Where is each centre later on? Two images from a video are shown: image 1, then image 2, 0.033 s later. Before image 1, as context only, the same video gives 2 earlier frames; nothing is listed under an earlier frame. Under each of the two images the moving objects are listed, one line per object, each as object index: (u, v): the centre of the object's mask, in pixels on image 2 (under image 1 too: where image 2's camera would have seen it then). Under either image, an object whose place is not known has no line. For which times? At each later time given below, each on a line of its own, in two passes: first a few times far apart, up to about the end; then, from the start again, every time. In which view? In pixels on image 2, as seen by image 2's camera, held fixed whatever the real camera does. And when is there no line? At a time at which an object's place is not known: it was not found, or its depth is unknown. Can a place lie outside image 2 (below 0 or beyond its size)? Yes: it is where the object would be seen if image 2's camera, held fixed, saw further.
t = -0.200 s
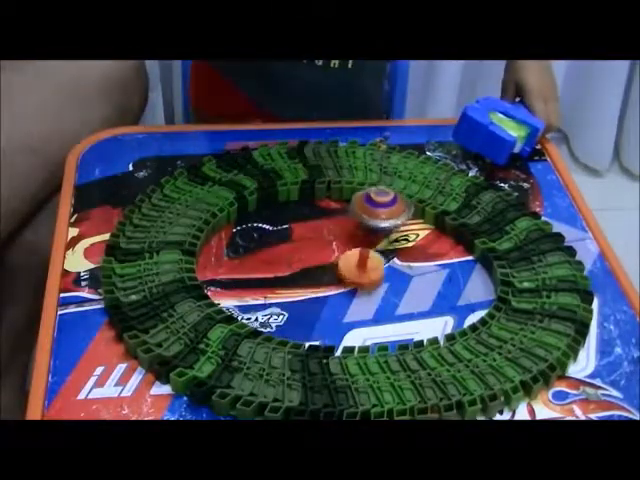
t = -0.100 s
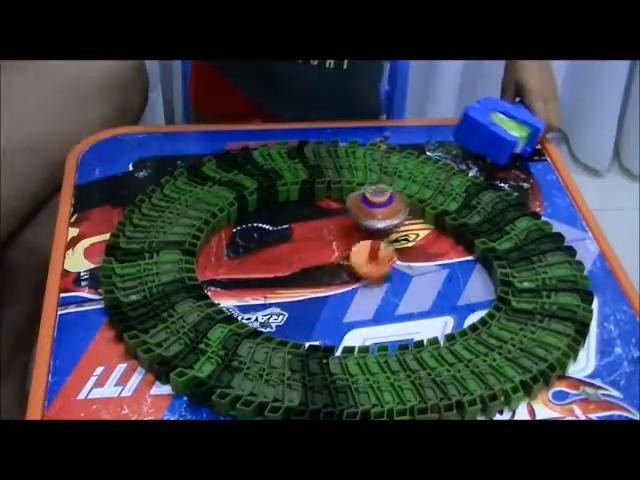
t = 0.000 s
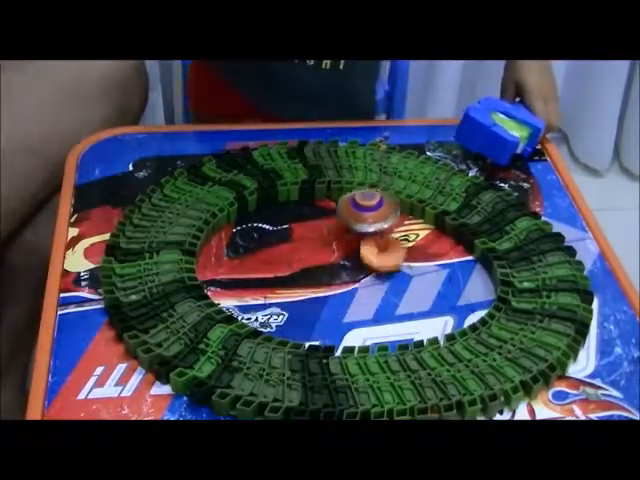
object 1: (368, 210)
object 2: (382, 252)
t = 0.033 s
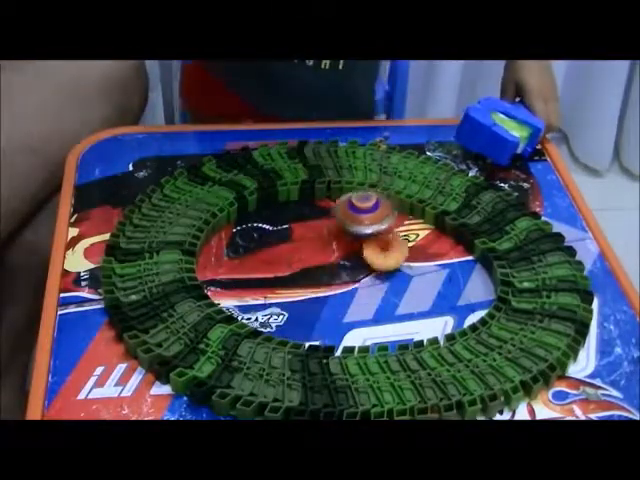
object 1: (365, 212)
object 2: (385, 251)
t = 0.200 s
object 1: (347, 226)
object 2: (401, 270)
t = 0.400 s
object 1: (345, 252)
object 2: (398, 286)
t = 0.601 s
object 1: (357, 273)
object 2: (394, 314)
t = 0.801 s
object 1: (375, 273)
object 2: (381, 327)
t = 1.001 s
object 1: (371, 257)
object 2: (350, 322)
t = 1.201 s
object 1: (343, 241)
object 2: (331, 298)
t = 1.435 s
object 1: (312, 231)
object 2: (335, 275)
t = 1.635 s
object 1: (293, 223)
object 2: (311, 279)
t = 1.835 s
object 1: (289, 226)
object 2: (310, 276)
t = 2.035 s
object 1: (317, 230)
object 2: (298, 282)
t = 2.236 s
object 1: (357, 222)
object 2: (276, 286)
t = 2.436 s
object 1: (371, 211)
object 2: (260, 281)
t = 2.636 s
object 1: (374, 209)
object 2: (252, 277)
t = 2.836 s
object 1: (366, 219)
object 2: (239, 273)
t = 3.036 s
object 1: (356, 240)
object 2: (236, 279)
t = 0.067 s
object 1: (360, 214)
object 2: (389, 255)
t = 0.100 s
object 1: (356, 217)
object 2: (393, 260)
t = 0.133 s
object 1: (352, 219)
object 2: (395, 264)
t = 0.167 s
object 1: (349, 223)
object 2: (398, 267)
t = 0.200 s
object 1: (347, 226)
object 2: (401, 270)
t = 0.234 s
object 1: (345, 230)
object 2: (403, 273)
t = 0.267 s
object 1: (344, 234)
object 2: (403, 277)
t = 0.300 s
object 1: (344, 237)
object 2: (402, 279)
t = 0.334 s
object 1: (344, 241)
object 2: (402, 282)
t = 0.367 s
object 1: (344, 246)
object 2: (400, 285)
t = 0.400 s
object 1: (345, 252)
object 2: (398, 286)
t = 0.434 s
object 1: (344, 256)
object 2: (394, 290)
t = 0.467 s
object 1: (345, 261)
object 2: (391, 291)
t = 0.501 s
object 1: (347, 265)
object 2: (390, 297)
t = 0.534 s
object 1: (349, 268)
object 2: (393, 304)
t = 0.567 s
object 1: (353, 271)
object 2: (394, 310)
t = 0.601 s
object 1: (357, 273)
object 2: (394, 314)
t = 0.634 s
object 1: (361, 274)
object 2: (393, 318)
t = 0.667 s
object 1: (363, 274)
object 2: (392, 323)
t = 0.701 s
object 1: (367, 275)
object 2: (390, 325)
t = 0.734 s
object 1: (370, 275)
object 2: (388, 327)
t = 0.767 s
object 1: (373, 274)
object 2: (384, 327)
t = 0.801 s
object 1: (375, 273)
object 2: (381, 327)
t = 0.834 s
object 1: (375, 271)
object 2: (377, 326)
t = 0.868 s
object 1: (376, 270)
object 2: (373, 326)
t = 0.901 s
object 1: (376, 268)
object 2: (367, 327)
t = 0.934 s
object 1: (376, 265)
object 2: (362, 325)
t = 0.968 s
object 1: (374, 262)
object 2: (356, 324)
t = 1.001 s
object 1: (371, 257)
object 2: (350, 322)
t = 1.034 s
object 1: (367, 255)
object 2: (346, 319)
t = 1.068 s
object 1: (361, 251)
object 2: (342, 315)
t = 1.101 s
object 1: (359, 249)
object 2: (338, 311)
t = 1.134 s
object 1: (355, 246)
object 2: (335, 307)
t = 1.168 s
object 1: (349, 243)
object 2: (333, 303)
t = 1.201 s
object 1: (343, 241)
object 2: (331, 298)
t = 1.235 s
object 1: (337, 239)
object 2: (331, 294)
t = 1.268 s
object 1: (332, 238)
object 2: (331, 290)
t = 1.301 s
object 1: (328, 237)
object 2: (332, 285)
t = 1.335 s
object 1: (323, 235)
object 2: (333, 281)
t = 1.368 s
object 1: (319, 233)
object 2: (335, 277)
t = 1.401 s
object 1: (315, 232)
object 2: (334, 275)
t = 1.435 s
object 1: (312, 231)
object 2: (335, 275)
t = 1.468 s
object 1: (309, 229)
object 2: (327, 277)
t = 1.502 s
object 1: (305, 227)
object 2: (323, 279)
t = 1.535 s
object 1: (302, 226)
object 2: (318, 281)
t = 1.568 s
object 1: (298, 225)
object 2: (316, 280)
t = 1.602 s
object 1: (294, 224)
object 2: (313, 281)
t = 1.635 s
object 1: (293, 223)
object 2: (311, 279)
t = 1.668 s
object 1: (290, 223)
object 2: (310, 278)
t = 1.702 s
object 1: (289, 223)
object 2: (310, 278)
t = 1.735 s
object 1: (288, 224)
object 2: (310, 279)
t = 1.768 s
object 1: (289, 224)
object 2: (310, 277)
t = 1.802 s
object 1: (289, 225)
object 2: (310, 276)
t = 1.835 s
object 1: (289, 226)
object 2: (310, 276)
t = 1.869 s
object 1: (292, 227)
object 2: (312, 274)
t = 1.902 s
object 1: (295, 229)
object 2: (314, 272)
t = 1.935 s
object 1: (300, 230)
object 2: (317, 272)
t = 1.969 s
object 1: (304, 230)
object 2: (316, 278)
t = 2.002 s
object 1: (310, 230)
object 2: (304, 280)
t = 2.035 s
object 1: (317, 230)
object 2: (298, 282)
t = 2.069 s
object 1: (323, 230)
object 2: (293, 283)
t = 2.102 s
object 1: (332, 229)
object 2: (287, 285)
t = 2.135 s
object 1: (337, 228)
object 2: (284, 285)
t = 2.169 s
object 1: (345, 227)
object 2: (278, 287)
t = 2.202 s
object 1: (351, 225)
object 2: (276, 287)
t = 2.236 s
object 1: (357, 222)
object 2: (276, 286)
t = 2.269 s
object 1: (360, 220)
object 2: (270, 285)
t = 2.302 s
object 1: (363, 218)
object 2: (266, 284)
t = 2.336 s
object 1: (366, 215)
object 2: (266, 285)
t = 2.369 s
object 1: (370, 213)
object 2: (268, 286)
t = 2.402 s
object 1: (371, 212)
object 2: (262, 284)
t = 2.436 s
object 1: (371, 211)
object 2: (260, 281)
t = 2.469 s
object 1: (372, 210)
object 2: (259, 280)
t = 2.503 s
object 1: (374, 209)
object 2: (263, 285)
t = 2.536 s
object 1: (374, 209)
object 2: (262, 284)
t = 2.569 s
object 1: (374, 209)
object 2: (257, 280)
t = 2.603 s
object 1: (374, 209)
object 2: (255, 277)
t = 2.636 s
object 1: (374, 209)
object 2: (252, 277)
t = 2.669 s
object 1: (374, 210)
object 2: (251, 278)
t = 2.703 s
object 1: (373, 211)
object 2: (248, 276)
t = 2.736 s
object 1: (372, 212)
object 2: (250, 276)
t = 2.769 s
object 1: (370, 214)
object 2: (243, 272)
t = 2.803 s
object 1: (369, 216)
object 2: (241, 272)
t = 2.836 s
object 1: (366, 219)
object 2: (239, 273)
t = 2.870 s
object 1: (361, 222)
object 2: (236, 276)
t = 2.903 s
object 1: (360, 225)
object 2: (235, 277)
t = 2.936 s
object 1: (357, 229)
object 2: (236, 277)
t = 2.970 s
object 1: (356, 233)
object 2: (235, 278)
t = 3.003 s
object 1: (356, 237)
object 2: (236, 278)
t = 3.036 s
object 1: (356, 240)
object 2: (236, 279)
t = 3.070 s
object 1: (355, 245)
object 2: (236, 280)
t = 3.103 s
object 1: (354, 250)
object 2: (236, 281)
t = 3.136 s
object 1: (354, 254)
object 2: (238, 281)
